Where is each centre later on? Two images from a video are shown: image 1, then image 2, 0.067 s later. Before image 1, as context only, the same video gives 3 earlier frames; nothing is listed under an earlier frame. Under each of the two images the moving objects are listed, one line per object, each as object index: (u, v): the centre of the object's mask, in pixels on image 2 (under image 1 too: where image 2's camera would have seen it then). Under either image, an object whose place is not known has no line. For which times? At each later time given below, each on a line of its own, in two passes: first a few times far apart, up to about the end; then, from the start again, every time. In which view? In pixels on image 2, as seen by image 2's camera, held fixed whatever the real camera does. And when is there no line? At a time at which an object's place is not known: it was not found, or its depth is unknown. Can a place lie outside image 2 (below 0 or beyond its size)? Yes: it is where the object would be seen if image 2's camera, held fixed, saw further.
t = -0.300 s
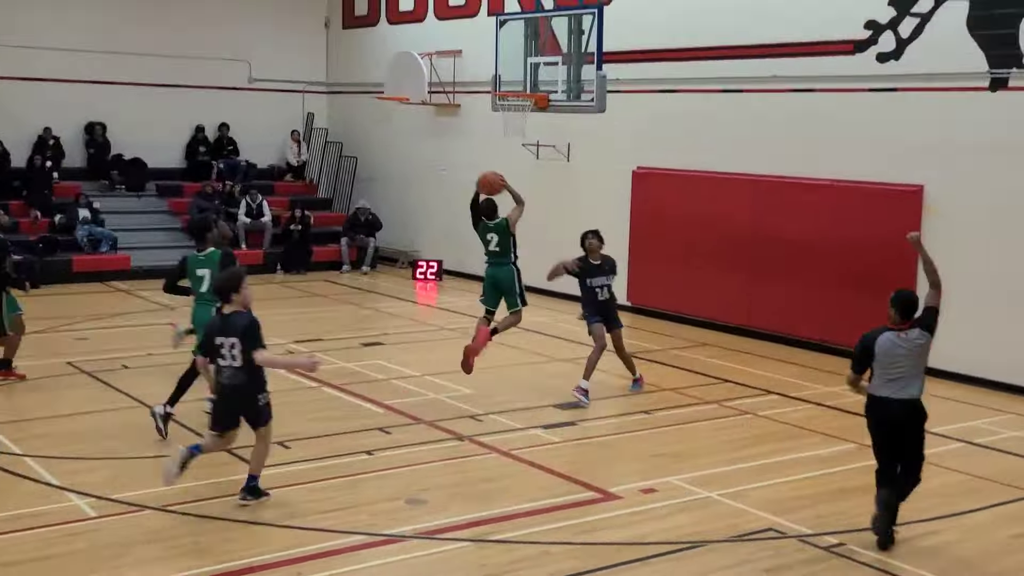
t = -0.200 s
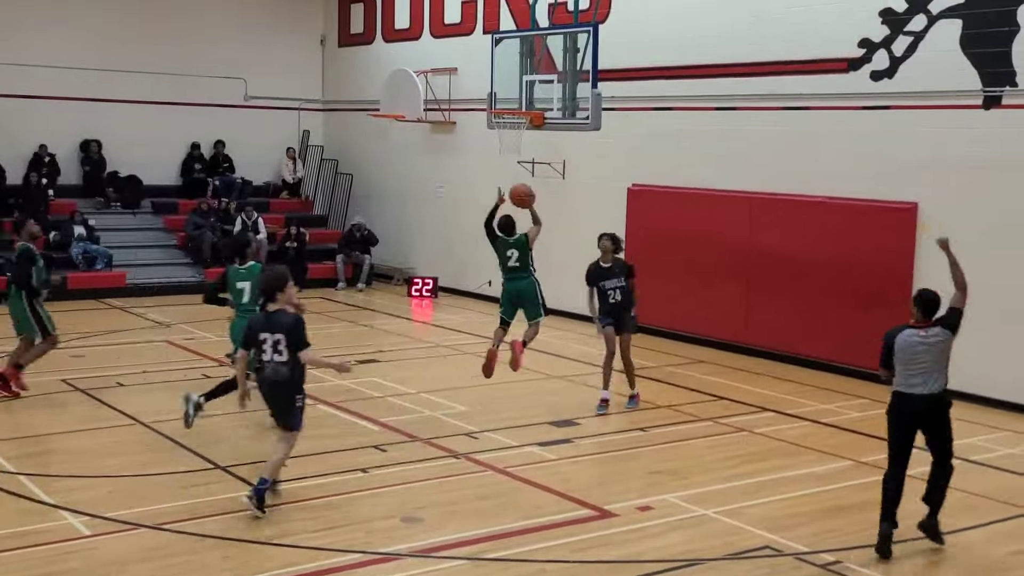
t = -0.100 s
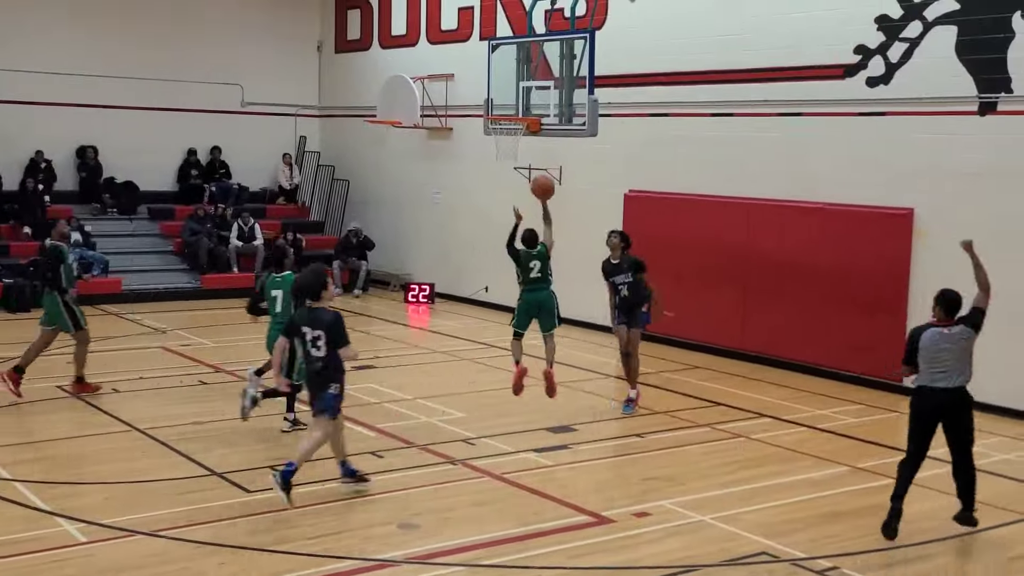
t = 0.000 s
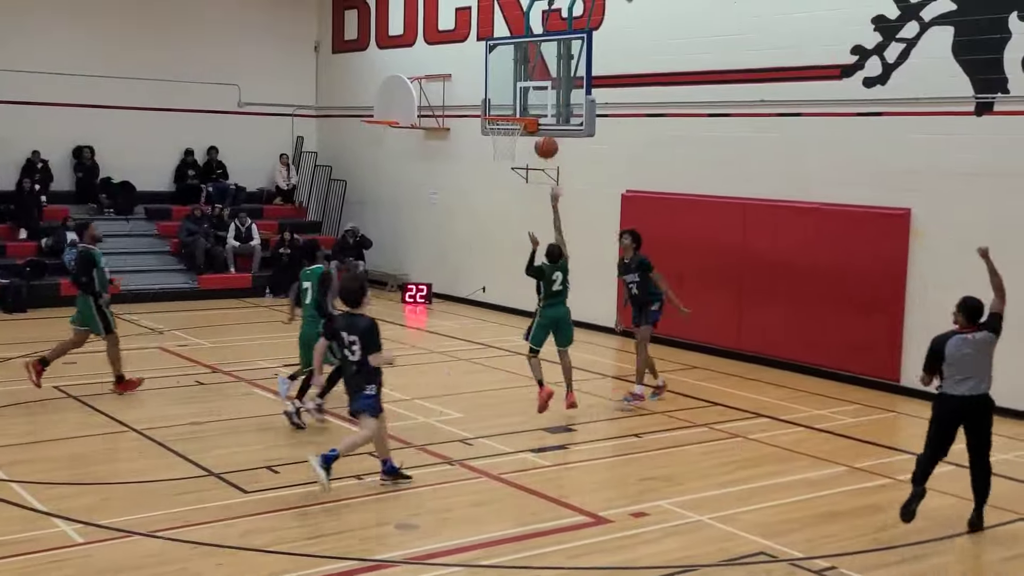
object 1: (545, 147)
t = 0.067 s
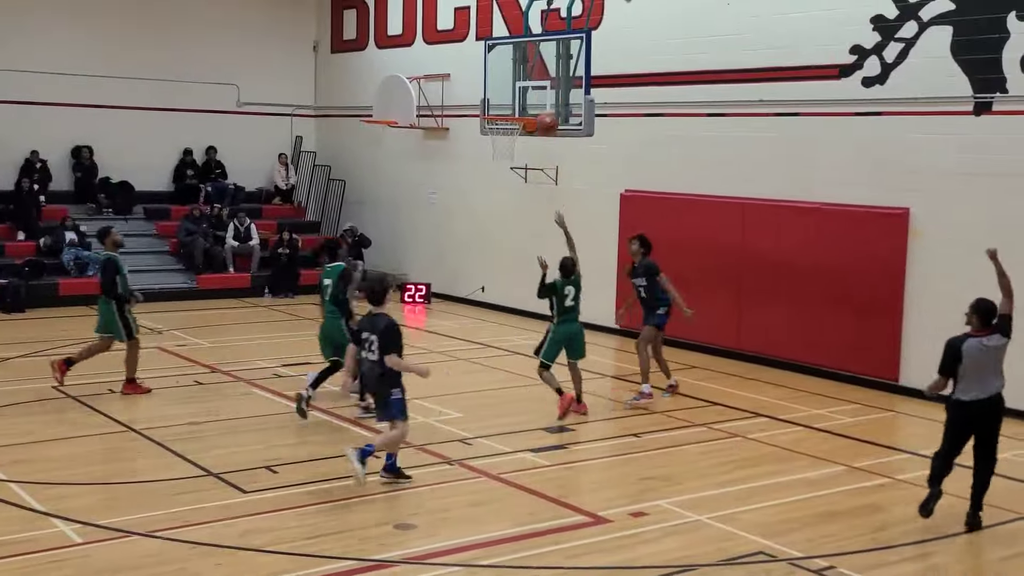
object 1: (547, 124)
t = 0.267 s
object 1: (549, 85)
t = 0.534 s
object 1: (505, 90)
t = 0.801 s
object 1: (457, 110)
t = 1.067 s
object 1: (415, 168)
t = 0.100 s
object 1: (547, 114)
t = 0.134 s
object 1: (548, 106)
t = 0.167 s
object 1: (548, 100)
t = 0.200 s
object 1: (548, 94)
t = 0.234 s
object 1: (549, 88)
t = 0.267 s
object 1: (549, 85)
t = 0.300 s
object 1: (550, 83)
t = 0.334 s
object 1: (550, 81)
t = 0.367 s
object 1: (545, 80)
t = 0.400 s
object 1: (537, 79)
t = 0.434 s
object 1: (529, 80)
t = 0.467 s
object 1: (521, 83)
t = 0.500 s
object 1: (513, 86)
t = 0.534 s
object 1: (505, 90)
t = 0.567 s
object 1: (498, 95)
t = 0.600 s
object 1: (490, 101)
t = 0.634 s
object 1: (483, 107)
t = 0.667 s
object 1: (478, 105)
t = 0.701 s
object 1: (473, 105)
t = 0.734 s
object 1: (467, 105)
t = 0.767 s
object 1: (462, 107)
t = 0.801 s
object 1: (457, 110)
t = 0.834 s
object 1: (452, 113)
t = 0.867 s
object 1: (447, 118)
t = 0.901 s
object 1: (441, 123)
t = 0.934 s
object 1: (436, 131)
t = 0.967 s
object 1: (430, 138)
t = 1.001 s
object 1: (425, 147)
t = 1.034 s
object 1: (420, 157)
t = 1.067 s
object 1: (415, 168)
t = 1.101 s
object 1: (409, 180)
